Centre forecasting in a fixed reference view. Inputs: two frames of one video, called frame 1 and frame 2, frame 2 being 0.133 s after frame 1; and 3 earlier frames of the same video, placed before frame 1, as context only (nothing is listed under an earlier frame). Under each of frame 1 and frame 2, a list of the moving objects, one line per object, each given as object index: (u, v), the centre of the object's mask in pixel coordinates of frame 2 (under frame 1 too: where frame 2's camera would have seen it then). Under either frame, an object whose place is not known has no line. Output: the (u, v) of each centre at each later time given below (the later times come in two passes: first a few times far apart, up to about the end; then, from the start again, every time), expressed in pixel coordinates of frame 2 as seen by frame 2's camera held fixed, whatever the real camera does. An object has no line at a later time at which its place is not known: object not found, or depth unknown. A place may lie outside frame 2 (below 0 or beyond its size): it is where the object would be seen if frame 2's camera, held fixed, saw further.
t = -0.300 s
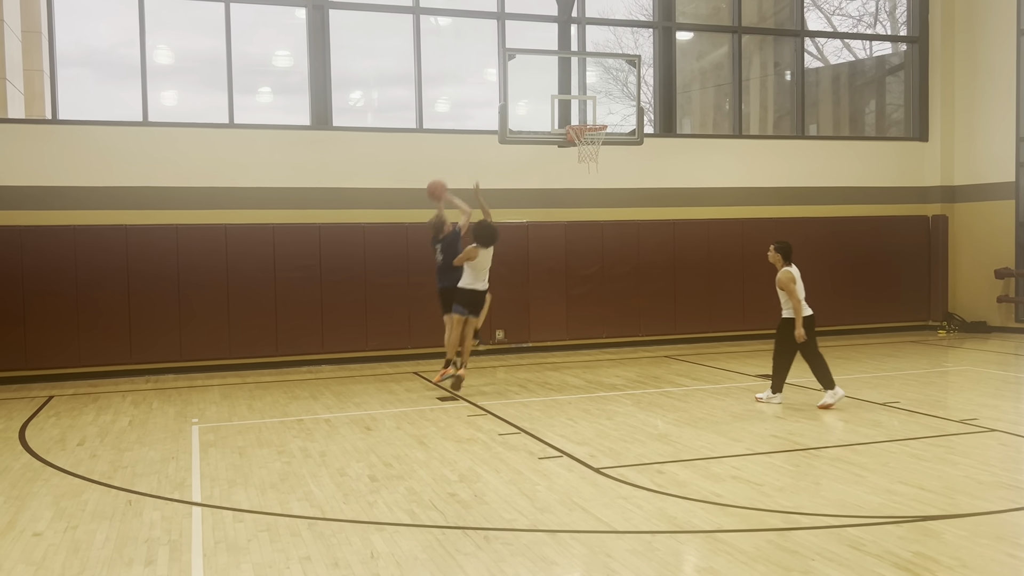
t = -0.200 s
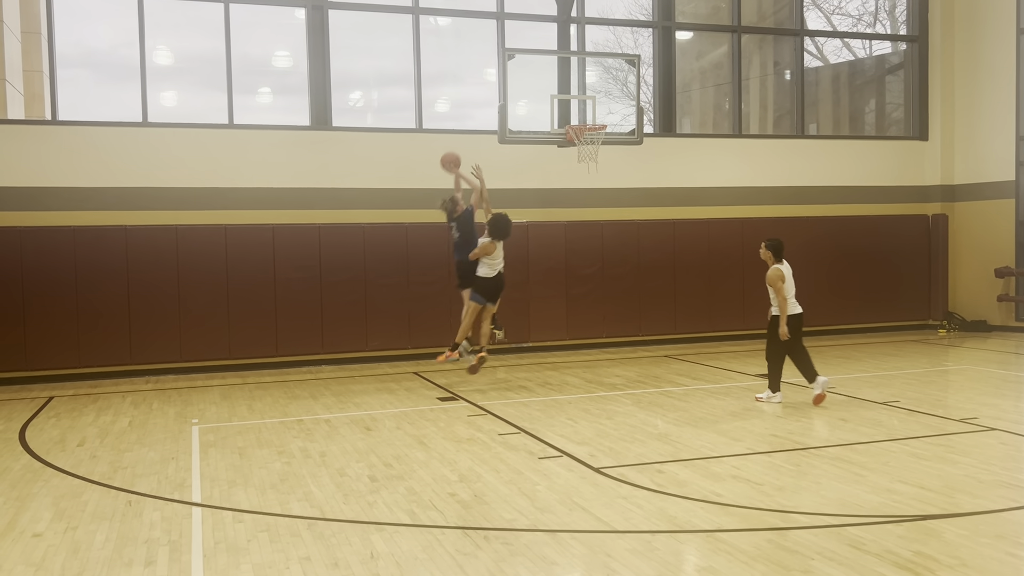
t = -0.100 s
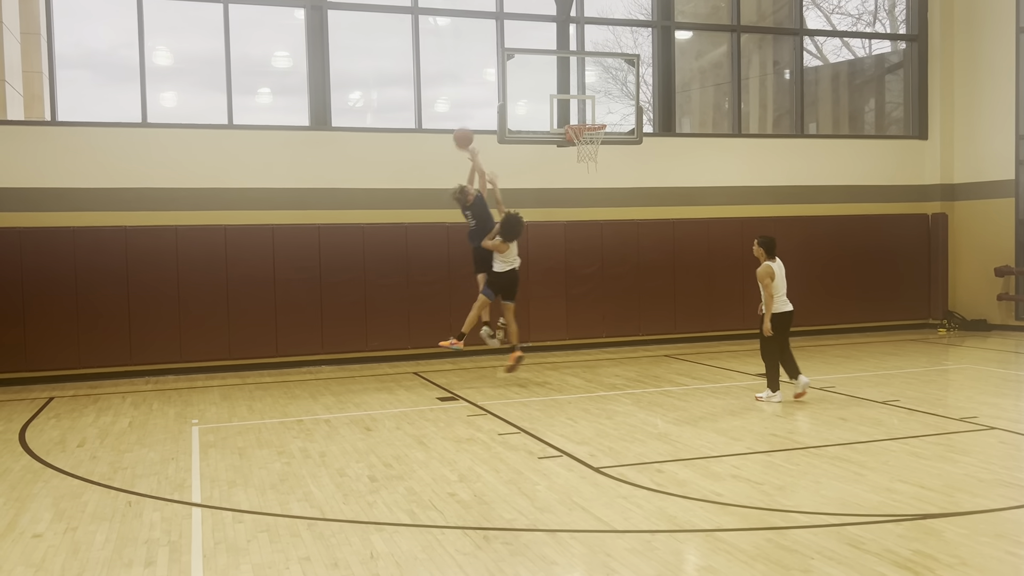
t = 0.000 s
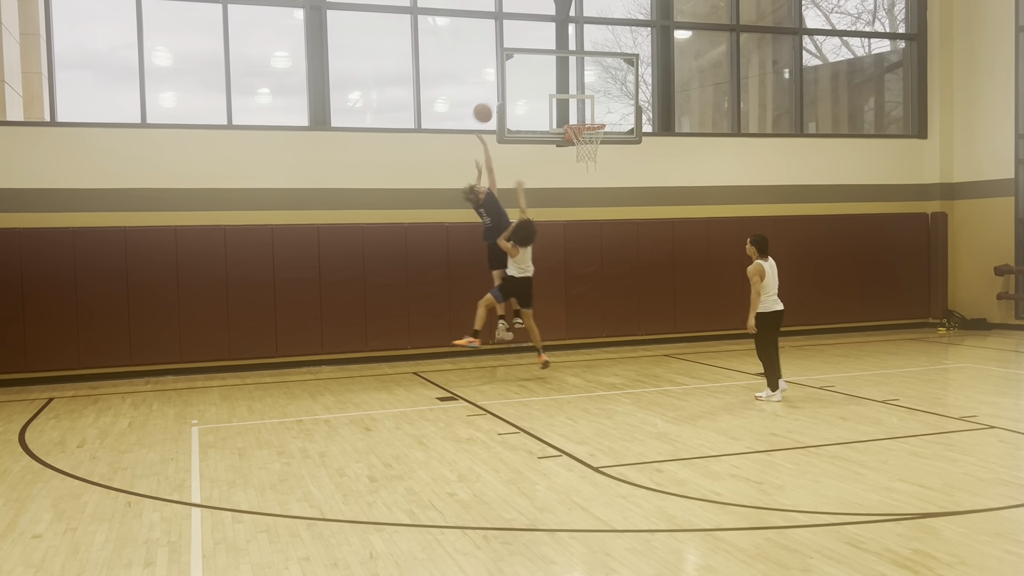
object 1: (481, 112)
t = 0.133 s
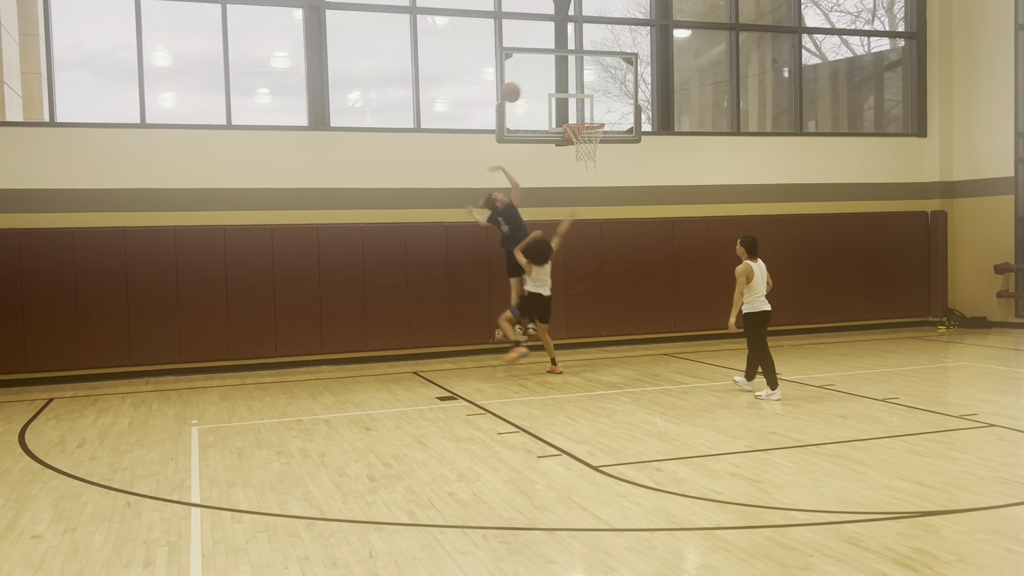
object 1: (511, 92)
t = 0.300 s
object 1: (547, 88)
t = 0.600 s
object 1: (599, 103)
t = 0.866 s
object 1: (622, 97)
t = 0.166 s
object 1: (518, 89)
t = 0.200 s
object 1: (524, 87)
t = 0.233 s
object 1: (532, 87)
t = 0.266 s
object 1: (539, 87)
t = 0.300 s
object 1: (547, 88)
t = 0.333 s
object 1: (554, 90)
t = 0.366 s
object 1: (561, 93)
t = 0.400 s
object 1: (567, 97)
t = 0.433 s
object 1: (574, 101)
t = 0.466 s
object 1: (582, 107)
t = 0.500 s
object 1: (589, 113)
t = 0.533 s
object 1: (593, 114)
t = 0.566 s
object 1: (596, 108)
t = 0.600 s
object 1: (599, 103)
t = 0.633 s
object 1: (602, 99)
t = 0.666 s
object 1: (605, 96)
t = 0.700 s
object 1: (608, 94)
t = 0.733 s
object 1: (610, 93)
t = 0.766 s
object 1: (613, 93)
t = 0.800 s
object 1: (616, 93)
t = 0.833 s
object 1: (619, 95)
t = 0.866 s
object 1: (622, 97)
